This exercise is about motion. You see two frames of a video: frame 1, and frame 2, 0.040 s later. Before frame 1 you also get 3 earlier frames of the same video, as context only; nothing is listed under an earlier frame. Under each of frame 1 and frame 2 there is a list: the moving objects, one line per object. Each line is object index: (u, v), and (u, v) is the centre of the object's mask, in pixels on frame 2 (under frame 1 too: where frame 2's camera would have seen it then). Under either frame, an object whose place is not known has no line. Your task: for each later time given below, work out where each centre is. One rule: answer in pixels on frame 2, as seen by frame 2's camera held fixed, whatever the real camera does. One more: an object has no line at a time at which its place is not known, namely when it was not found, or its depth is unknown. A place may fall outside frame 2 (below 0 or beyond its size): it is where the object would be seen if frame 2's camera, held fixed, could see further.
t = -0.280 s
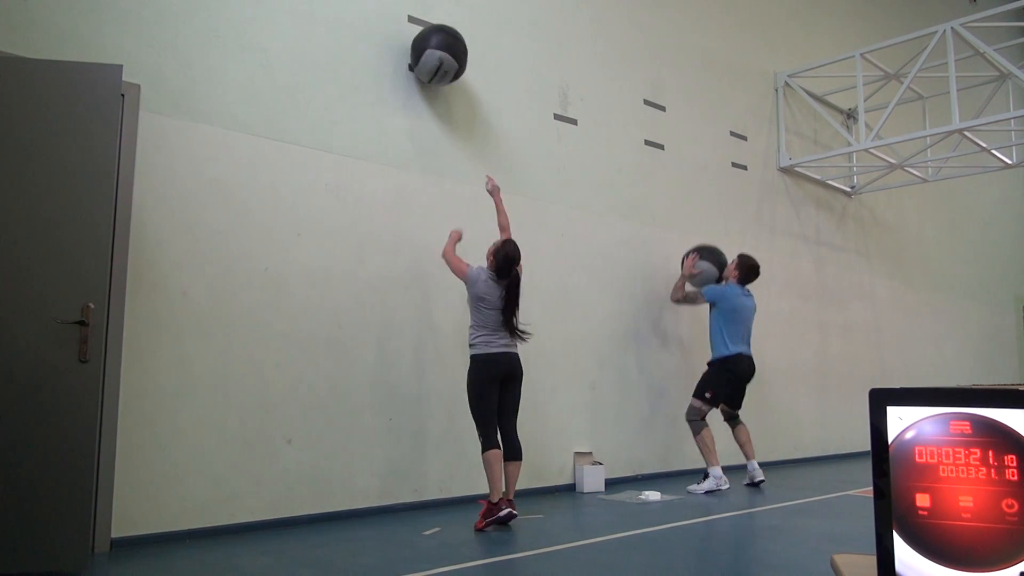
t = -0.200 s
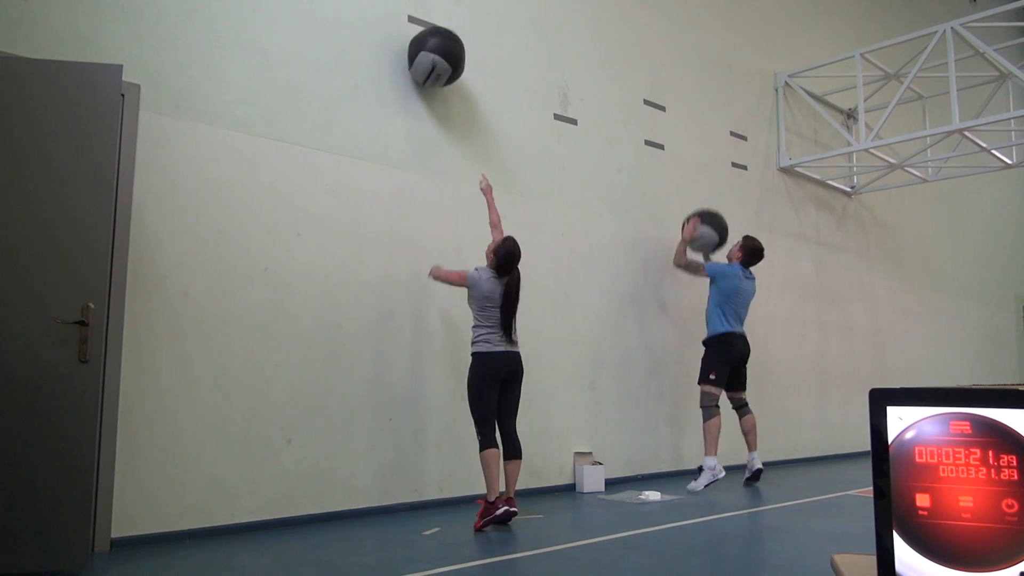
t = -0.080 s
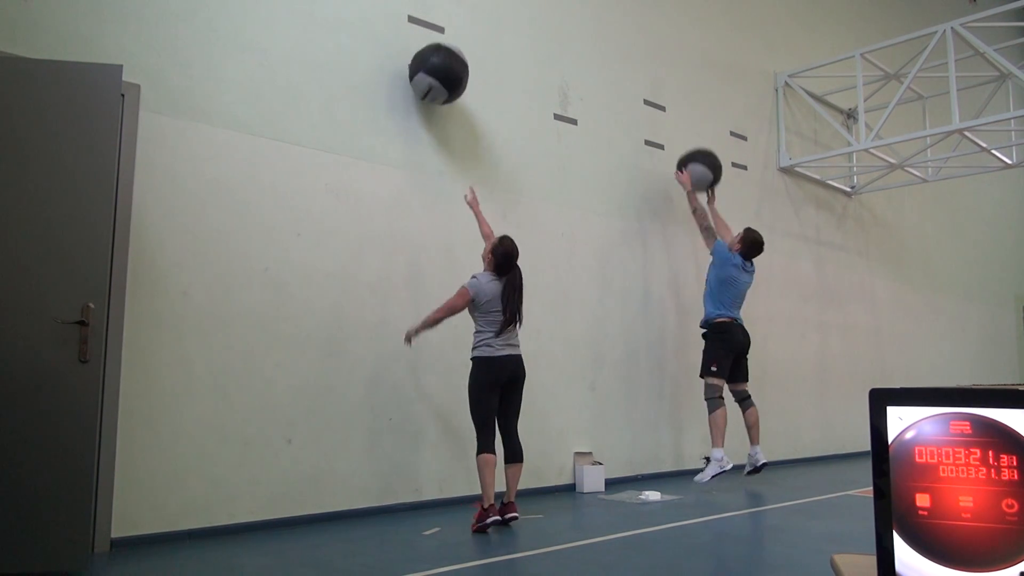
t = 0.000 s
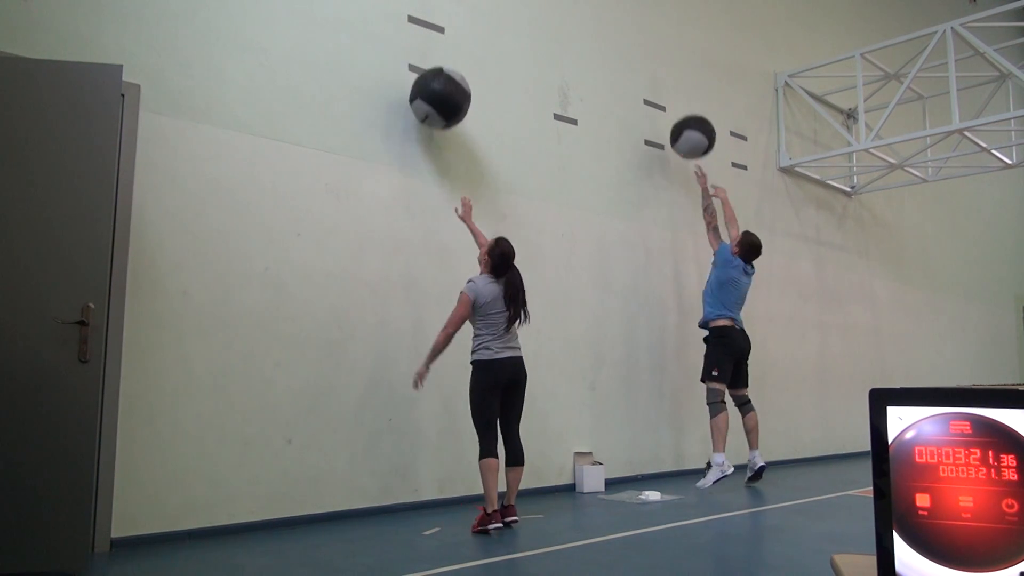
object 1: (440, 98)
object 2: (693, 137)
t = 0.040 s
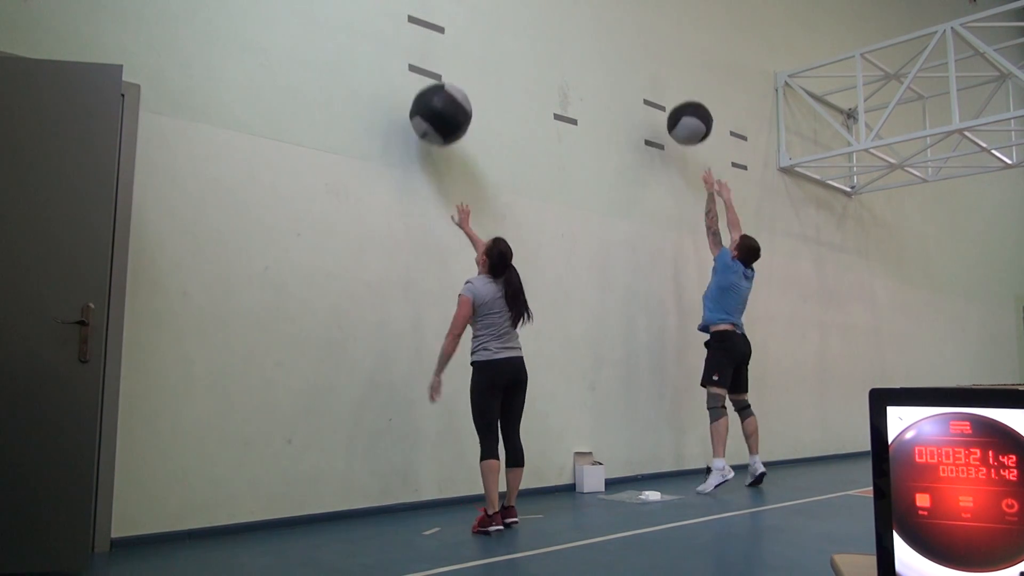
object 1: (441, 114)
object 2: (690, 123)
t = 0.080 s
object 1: (441, 133)
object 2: (686, 111)
